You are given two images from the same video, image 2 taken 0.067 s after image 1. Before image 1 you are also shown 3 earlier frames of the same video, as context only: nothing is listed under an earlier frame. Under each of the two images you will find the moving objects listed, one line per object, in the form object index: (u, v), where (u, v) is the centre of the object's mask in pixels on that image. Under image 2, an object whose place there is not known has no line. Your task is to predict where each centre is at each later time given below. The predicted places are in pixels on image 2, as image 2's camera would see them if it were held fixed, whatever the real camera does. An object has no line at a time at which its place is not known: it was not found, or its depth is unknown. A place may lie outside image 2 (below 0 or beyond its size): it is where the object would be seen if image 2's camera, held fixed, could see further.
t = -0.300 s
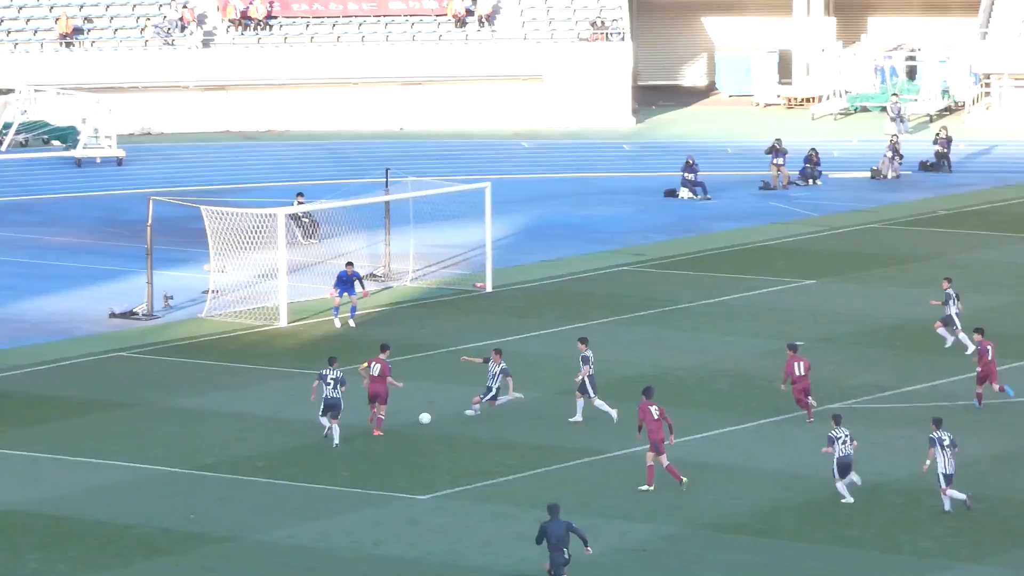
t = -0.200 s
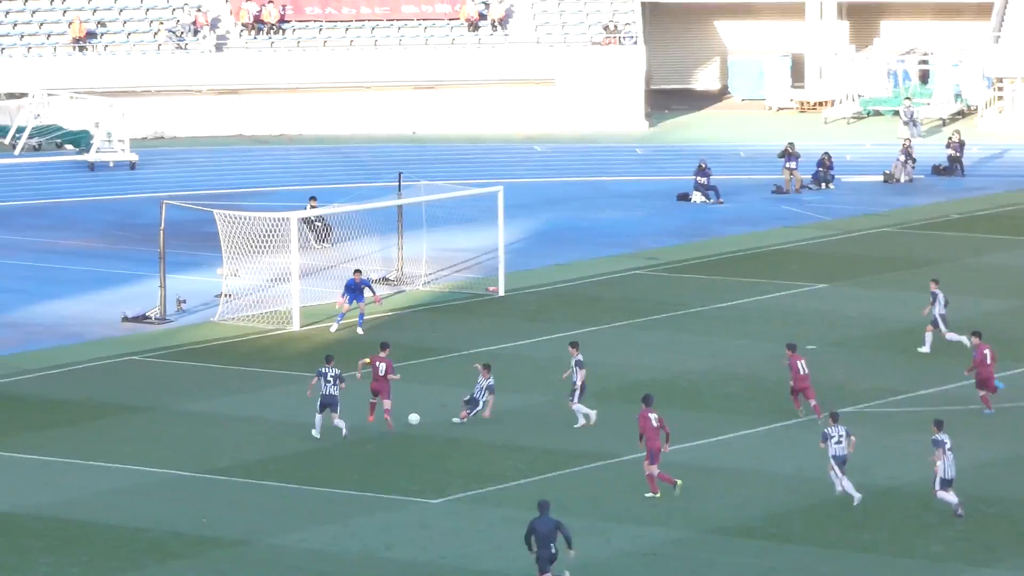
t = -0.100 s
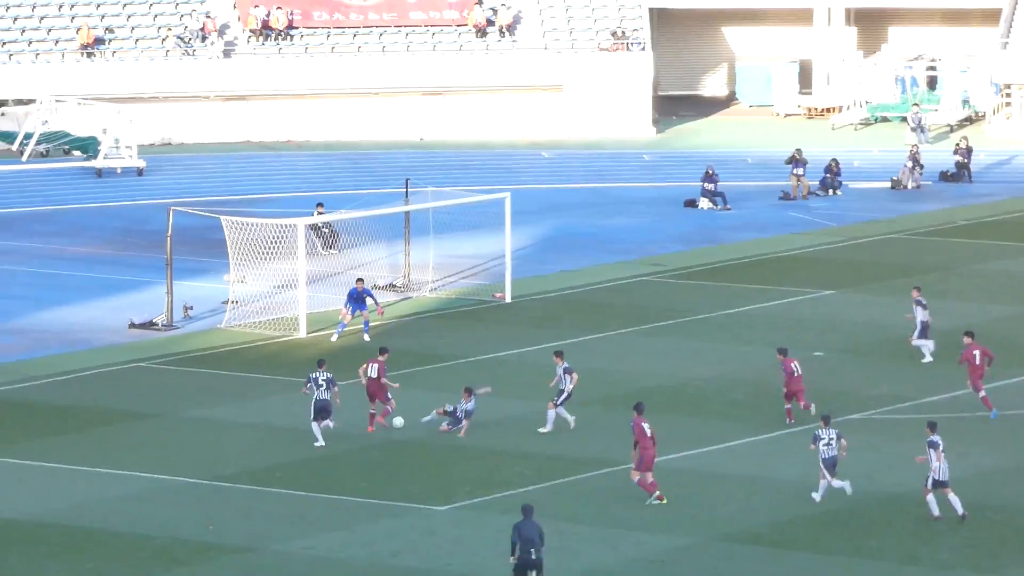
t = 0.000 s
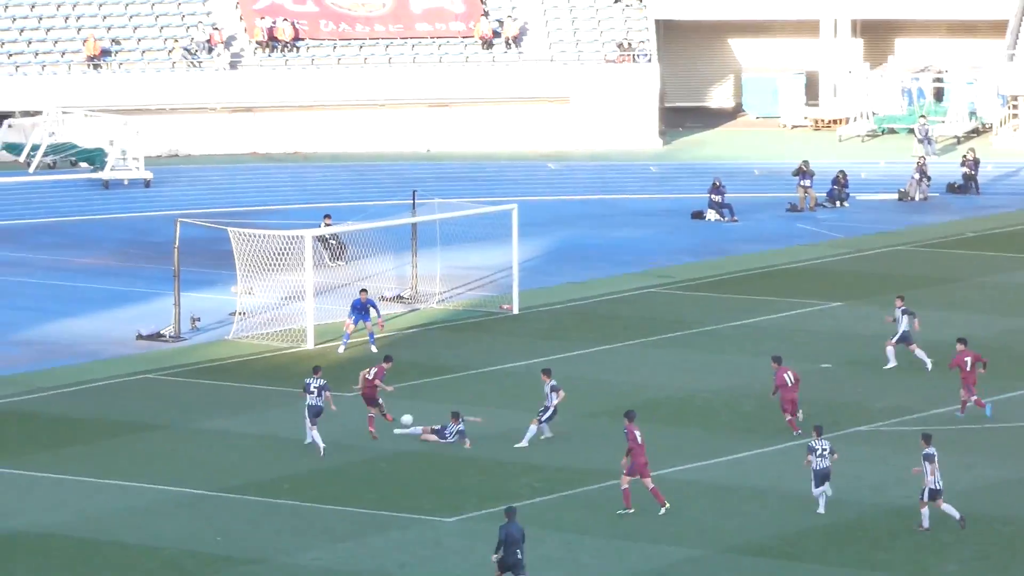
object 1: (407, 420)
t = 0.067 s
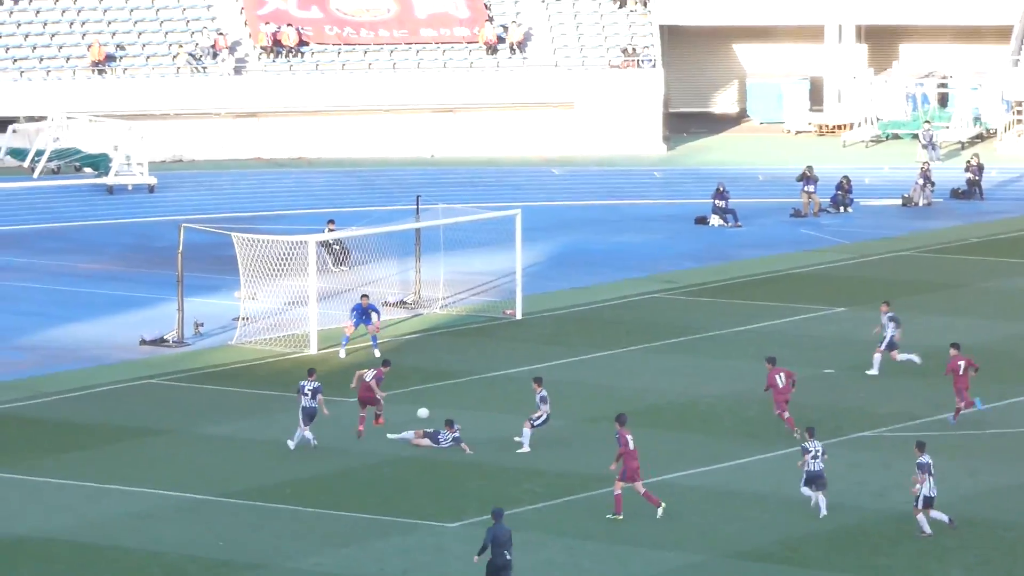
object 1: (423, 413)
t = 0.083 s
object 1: (427, 411)
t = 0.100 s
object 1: (429, 408)
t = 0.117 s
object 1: (433, 406)
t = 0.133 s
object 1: (436, 404)
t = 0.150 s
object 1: (439, 402)
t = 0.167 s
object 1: (441, 401)
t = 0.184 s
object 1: (443, 399)
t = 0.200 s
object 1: (446, 396)
